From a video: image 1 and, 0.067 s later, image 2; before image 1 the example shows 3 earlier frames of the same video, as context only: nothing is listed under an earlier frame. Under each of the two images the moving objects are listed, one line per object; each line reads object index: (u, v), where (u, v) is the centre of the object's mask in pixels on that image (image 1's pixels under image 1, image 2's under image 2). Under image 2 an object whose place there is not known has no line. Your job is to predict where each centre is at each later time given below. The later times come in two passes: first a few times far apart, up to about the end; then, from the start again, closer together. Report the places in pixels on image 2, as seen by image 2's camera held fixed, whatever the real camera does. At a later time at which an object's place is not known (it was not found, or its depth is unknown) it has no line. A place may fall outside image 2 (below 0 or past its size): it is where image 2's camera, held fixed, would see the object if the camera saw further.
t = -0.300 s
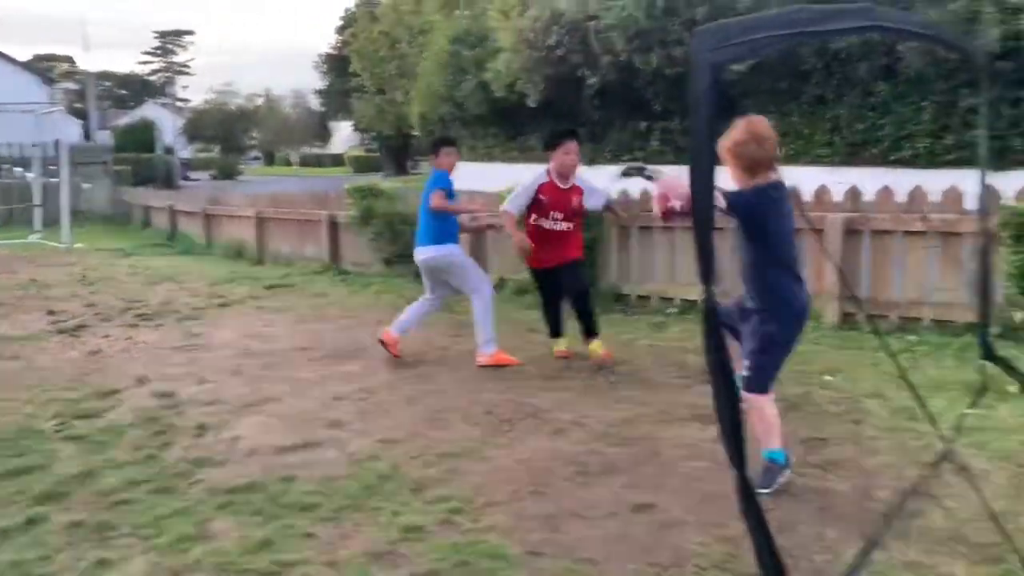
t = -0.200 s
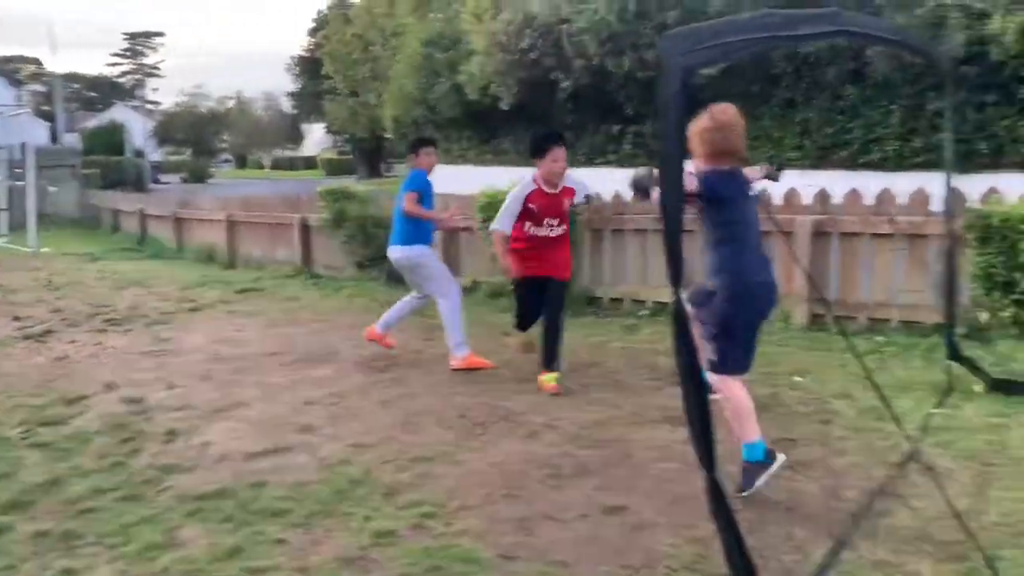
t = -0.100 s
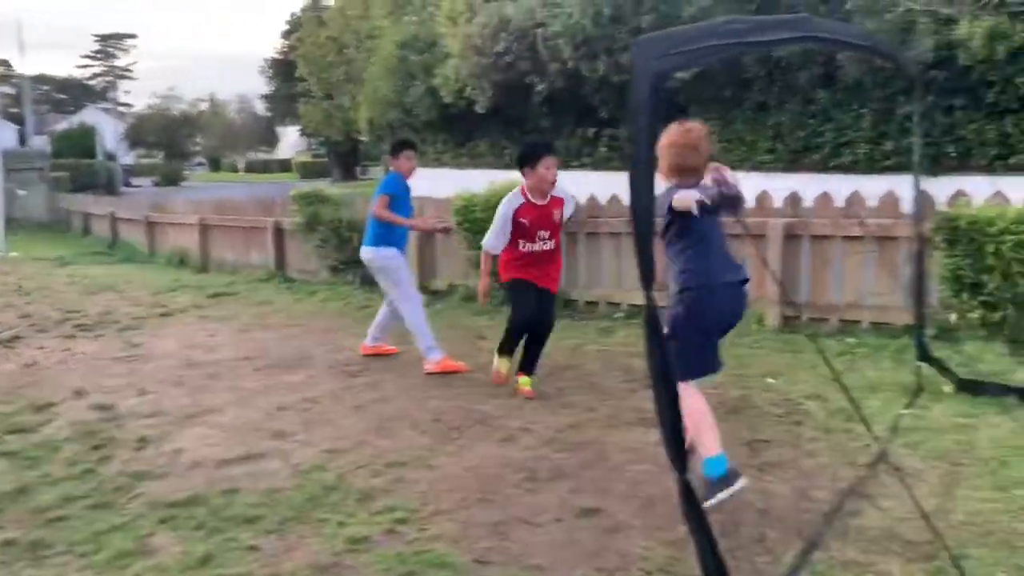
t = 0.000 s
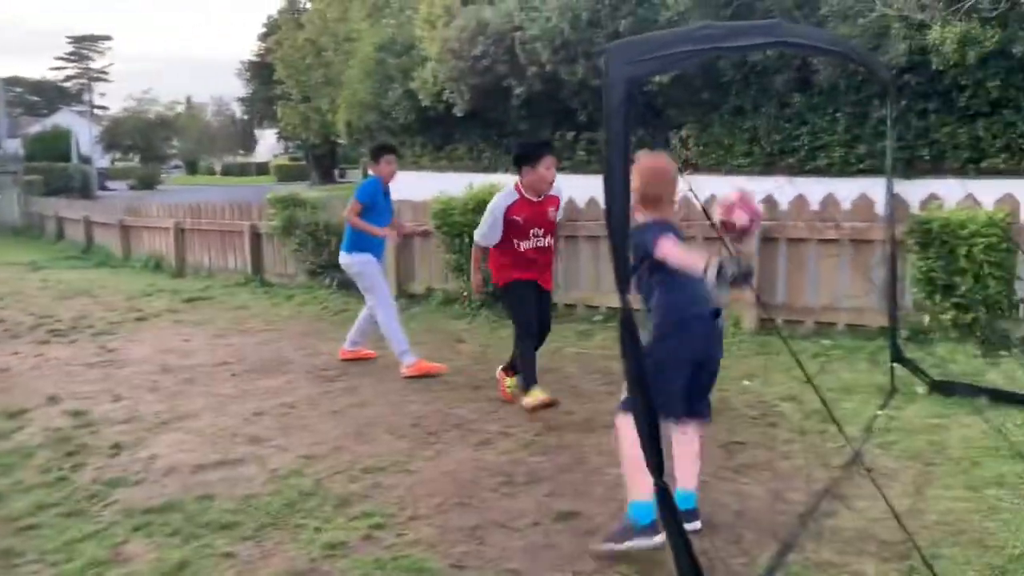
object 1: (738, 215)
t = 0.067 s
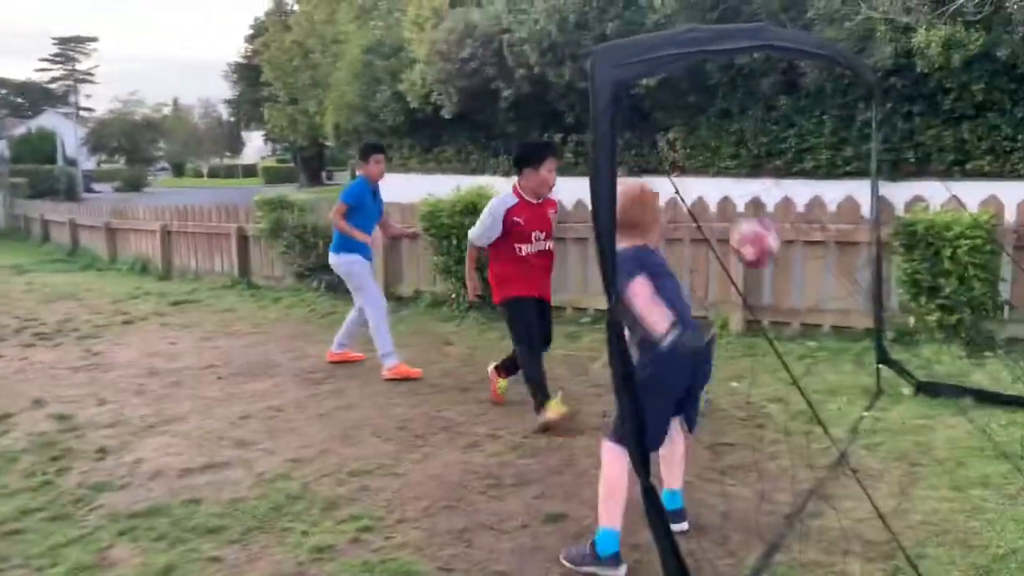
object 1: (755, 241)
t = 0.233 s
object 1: (838, 356)
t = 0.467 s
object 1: (938, 341)
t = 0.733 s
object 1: (1043, 347)
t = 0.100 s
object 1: (774, 261)
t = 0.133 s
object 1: (788, 282)
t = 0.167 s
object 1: (804, 305)
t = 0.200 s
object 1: (821, 329)
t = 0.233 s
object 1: (838, 356)
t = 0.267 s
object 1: (855, 387)
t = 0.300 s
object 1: (871, 415)
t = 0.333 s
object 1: (885, 396)
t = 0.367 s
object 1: (899, 378)
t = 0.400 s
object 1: (912, 363)
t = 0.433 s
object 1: (925, 351)
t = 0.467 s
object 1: (938, 341)
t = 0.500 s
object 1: (952, 333)
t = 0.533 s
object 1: (965, 328)
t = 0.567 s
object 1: (979, 324)
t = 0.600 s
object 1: (991, 323)
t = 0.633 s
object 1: (1006, 325)
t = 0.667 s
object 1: (1019, 329)
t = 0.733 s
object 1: (1043, 347)
